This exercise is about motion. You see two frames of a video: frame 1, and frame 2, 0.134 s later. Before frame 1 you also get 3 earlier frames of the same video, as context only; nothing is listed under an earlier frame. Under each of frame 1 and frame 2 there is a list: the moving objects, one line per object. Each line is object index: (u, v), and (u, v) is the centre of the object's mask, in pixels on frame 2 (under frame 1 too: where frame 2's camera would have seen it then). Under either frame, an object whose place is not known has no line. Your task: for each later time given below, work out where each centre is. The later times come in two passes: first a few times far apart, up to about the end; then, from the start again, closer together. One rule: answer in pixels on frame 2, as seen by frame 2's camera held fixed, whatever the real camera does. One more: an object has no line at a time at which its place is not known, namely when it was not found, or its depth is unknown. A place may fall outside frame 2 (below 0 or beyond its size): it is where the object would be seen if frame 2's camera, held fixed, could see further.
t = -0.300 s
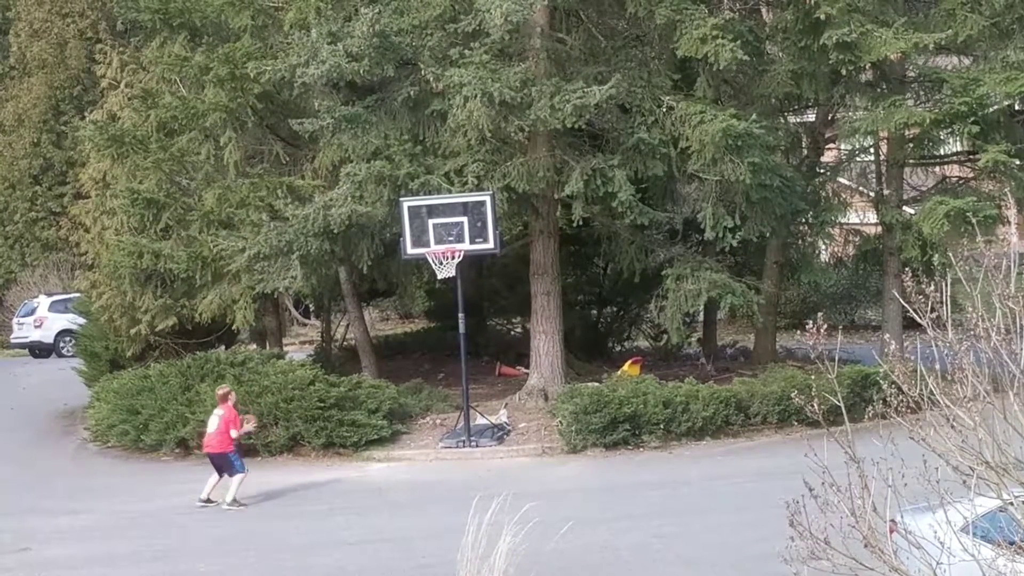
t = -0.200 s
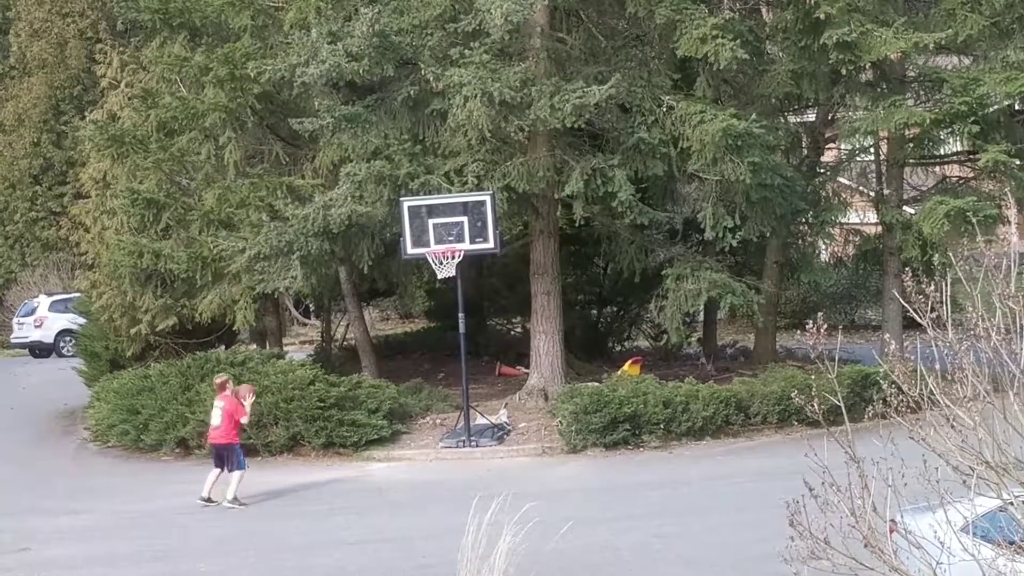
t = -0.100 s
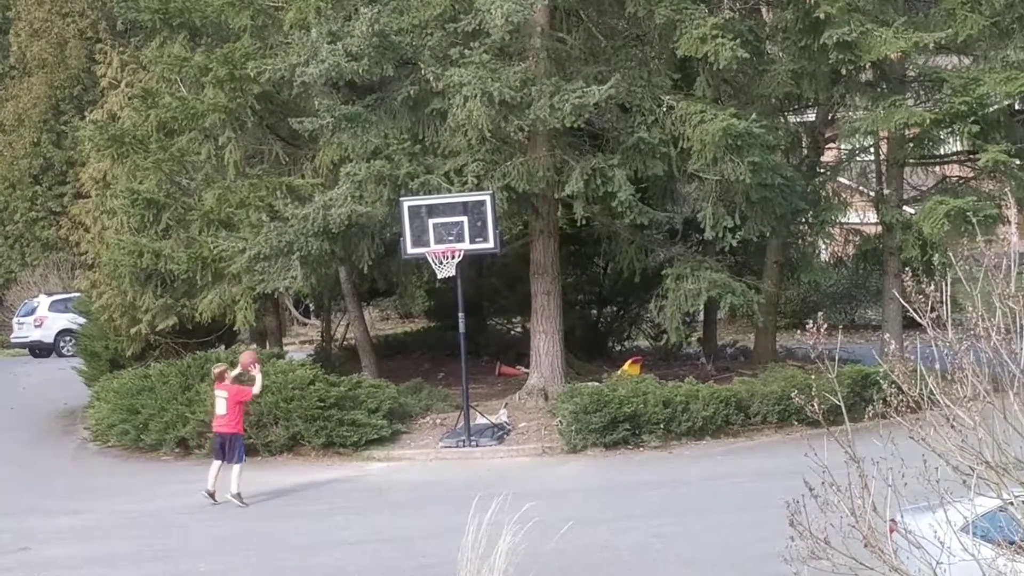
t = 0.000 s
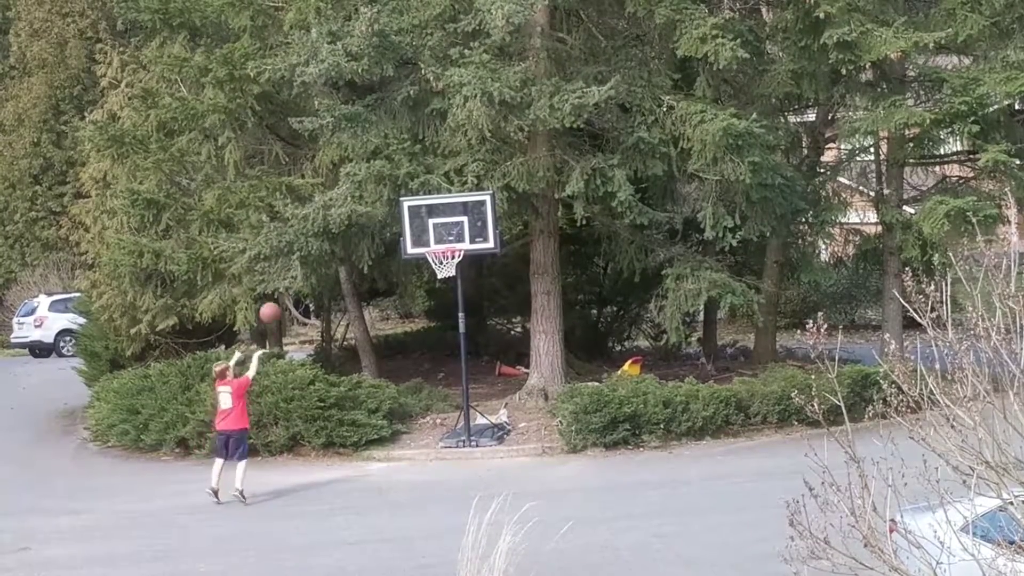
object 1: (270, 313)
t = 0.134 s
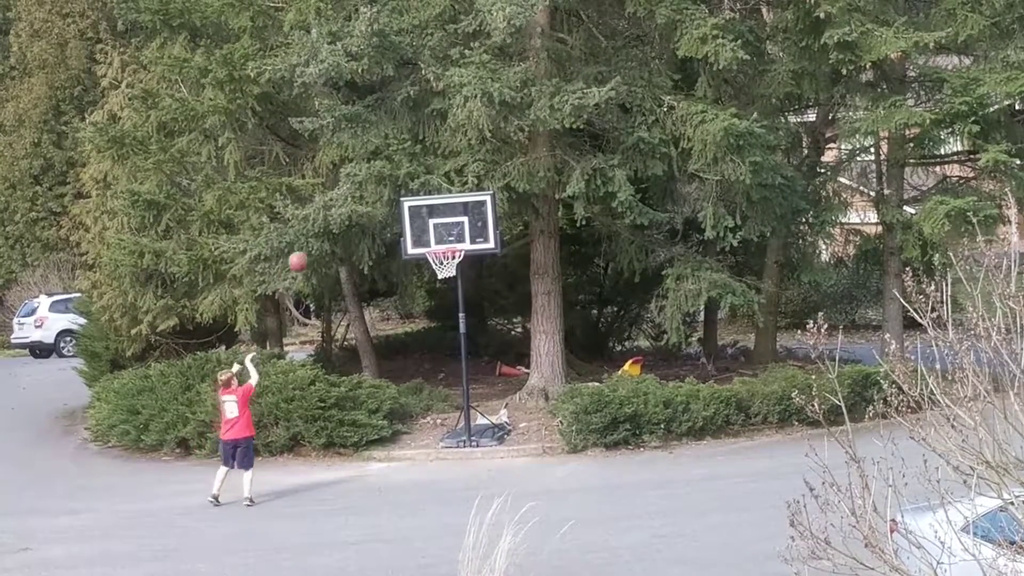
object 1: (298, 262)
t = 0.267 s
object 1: (326, 226)
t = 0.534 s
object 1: (382, 199)
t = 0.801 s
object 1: (437, 231)
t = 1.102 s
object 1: (464, 206)
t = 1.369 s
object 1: (484, 224)
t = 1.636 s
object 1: (507, 301)
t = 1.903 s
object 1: (532, 433)
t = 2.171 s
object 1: (549, 372)
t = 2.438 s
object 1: (566, 321)
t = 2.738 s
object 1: (588, 331)
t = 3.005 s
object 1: (609, 401)
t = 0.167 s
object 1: (305, 251)
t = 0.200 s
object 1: (312, 241)
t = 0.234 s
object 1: (319, 233)
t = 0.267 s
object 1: (326, 226)
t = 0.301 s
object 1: (333, 220)
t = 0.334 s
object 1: (340, 214)
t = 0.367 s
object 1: (347, 209)
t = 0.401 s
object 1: (354, 205)
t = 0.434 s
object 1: (361, 203)
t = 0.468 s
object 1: (368, 200)
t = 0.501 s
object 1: (375, 198)
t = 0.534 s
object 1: (382, 199)
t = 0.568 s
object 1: (389, 200)
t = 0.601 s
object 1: (396, 202)
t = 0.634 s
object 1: (403, 205)
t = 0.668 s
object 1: (409, 208)
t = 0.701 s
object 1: (417, 213)
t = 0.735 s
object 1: (424, 218)
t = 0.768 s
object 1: (430, 223)
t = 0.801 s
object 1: (437, 231)
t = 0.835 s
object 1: (445, 238)
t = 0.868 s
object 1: (447, 235)
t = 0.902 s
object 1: (450, 229)
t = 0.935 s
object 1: (453, 222)
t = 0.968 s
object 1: (455, 217)
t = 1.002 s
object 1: (457, 213)
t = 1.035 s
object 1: (460, 210)
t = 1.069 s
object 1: (462, 207)
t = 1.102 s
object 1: (464, 206)
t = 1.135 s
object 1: (466, 206)
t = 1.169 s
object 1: (469, 206)
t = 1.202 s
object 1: (471, 206)
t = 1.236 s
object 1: (474, 208)
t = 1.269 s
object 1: (475, 210)
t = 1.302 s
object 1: (478, 214)
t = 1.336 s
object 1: (481, 219)
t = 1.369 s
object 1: (484, 224)
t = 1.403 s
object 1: (486, 231)
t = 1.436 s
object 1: (490, 238)
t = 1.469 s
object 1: (493, 247)
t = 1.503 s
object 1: (496, 256)
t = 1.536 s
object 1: (498, 265)
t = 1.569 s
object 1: (501, 276)
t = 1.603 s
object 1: (504, 288)
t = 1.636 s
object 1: (507, 301)
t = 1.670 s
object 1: (510, 314)
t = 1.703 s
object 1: (513, 328)
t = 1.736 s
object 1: (516, 343)
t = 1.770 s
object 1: (519, 359)
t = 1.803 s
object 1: (522, 376)
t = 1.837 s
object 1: (525, 394)
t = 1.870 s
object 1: (529, 413)
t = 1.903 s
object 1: (532, 433)
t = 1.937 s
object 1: (536, 453)
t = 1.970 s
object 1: (538, 448)
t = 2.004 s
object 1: (540, 432)
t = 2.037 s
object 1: (541, 419)
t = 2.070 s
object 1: (542, 405)
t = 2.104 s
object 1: (543, 394)
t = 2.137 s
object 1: (547, 384)
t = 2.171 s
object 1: (549, 372)
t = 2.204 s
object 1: (551, 362)
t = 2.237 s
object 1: (552, 354)
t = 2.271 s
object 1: (555, 346)
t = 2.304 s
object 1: (557, 339)
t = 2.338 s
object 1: (559, 333)
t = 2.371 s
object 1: (562, 327)
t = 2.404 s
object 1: (564, 324)
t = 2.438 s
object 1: (566, 321)
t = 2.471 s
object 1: (568, 318)
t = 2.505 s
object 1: (571, 317)
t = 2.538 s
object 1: (573, 316)
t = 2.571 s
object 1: (575, 316)
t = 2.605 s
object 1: (578, 317)
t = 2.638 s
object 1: (580, 319)
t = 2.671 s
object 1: (583, 322)
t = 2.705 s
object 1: (585, 326)
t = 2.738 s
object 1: (588, 331)
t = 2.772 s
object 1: (591, 337)
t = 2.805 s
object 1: (593, 343)
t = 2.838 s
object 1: (596, 351)
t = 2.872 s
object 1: (599, 359)
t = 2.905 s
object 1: (601, 367)
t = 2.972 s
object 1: (607, 388)
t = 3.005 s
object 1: (609, 401)
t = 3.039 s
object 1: (612, 413)
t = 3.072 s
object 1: (615, 427)
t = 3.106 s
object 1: (619, 442)
